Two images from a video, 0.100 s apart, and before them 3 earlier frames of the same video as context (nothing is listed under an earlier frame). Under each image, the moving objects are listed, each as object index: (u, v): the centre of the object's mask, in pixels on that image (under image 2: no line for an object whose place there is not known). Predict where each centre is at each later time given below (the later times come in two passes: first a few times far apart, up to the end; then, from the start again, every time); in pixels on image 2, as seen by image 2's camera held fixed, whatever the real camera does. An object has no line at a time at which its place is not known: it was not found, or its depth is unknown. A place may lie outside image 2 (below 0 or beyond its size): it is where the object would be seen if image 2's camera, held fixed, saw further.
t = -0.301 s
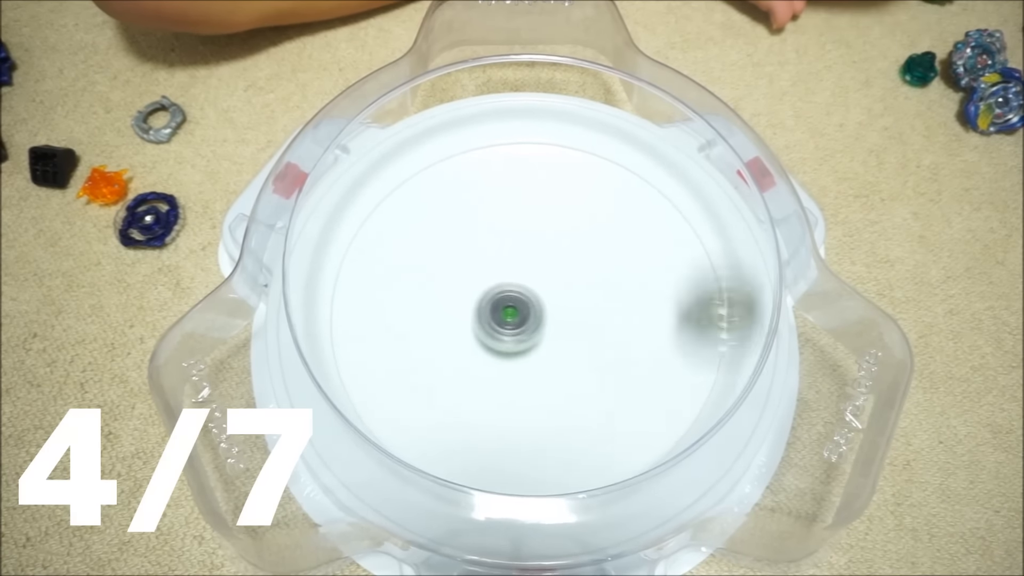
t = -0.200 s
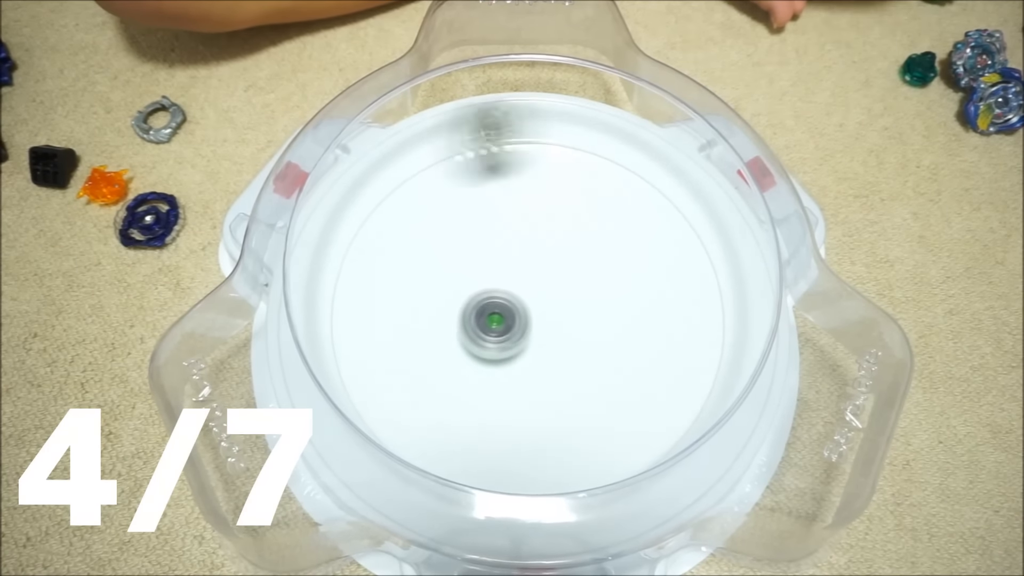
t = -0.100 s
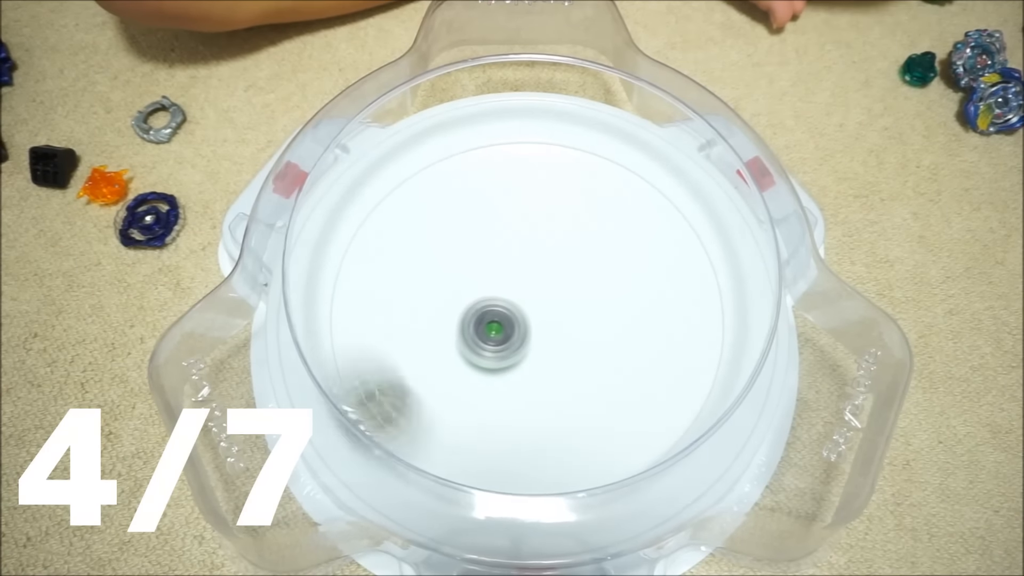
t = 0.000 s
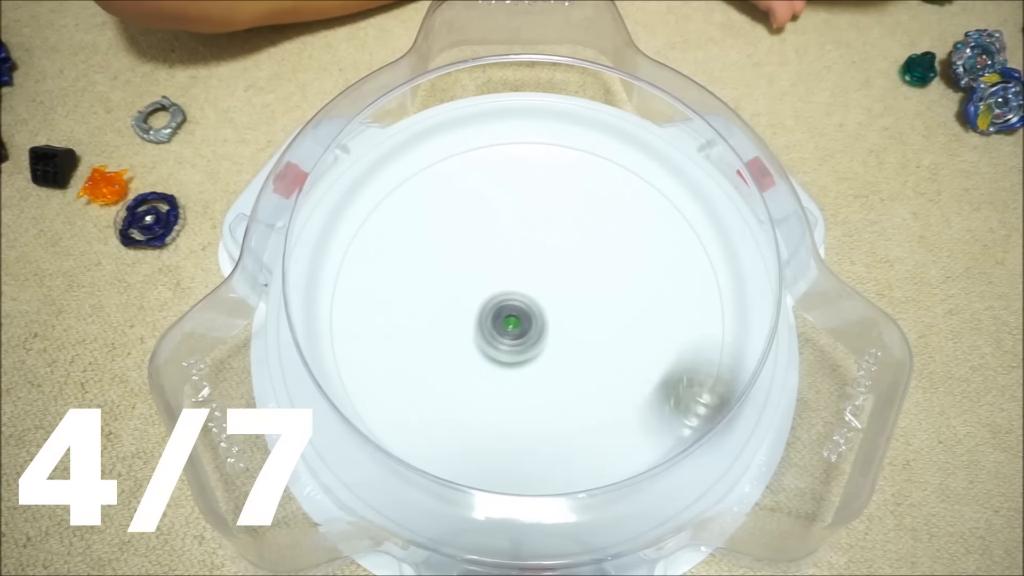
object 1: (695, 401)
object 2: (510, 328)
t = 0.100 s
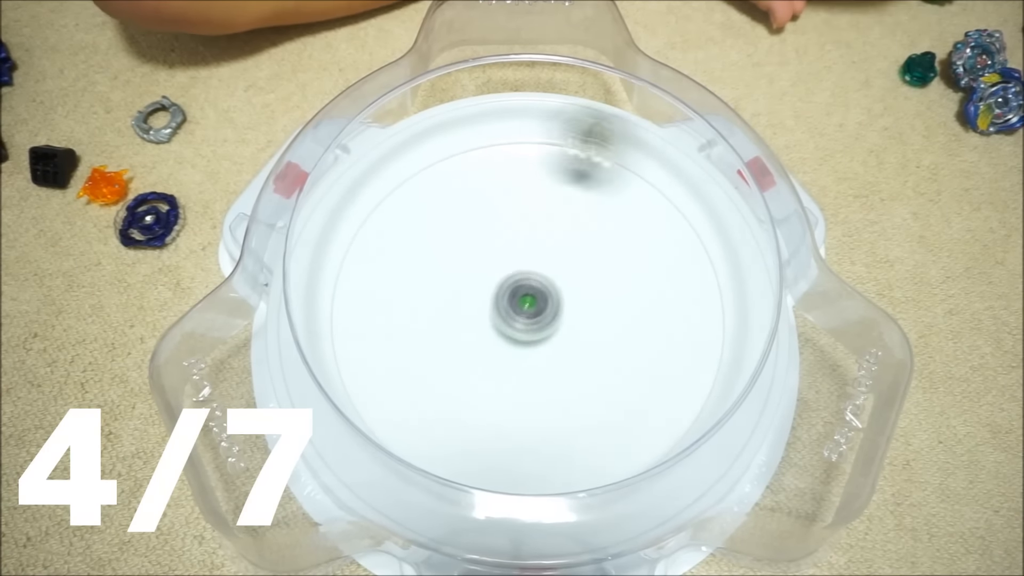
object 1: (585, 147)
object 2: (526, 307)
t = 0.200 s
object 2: (534, 283)
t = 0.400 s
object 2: (527, 258)
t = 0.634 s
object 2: (536, 288)
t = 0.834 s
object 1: (633, 166)
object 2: (563, 307)
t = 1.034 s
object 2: (562, 311)
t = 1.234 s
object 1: (691, 231)
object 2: (534, 321)
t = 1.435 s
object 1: (337, 300)
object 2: (514, 332)
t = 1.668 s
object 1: (702, 287)
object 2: (513, 323)
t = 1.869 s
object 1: (370, 209)
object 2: (526, 296)
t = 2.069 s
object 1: (623, 446)
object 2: (535, 272)
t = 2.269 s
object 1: (585, 151)
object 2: (538, 274)
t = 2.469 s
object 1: (371, 392)
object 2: (546, 298)
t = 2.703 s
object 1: (691, 274)
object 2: (549, 320)
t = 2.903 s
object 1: (378, 199)
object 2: (537, 326)
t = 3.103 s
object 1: (544, 459)
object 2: (521, 322)
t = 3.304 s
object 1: (637, 178)
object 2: (516, 310)
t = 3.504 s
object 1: (375, 276)
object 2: (527, 294)
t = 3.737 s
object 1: (684, 391)
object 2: (544, 282)
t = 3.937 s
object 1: (521, 169)
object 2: (550, 287)
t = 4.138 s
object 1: (379, 393)
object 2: (544, 307)
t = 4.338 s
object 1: (669, 338)
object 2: (532, 327)
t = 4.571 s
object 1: (431, 183)
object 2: (522, 328)
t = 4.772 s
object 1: (498, 434)
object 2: (522, 310)
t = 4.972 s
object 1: (665, 247)
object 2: (531, 288)
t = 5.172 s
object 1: (416, 246)
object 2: (540, 281)
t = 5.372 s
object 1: (553, 439)
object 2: (545, 290)
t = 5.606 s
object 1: (566, 188)
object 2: (540, 314)
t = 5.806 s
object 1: (412, 324)
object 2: (529, 325)
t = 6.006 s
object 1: (652, 352)
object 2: (521, 321)
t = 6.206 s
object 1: (514, 202)
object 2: (524, 303)
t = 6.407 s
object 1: (456, 403)
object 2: (536, 286)
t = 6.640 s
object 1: (619, 253)
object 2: (545, 286)
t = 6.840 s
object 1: (431, 261)
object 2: (543, 302)
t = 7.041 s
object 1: (597, 381)
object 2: (532, 320)
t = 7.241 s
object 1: (558, 216)
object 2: (523, 323)
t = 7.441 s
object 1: (451, 367)
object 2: (523, 312)
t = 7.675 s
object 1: (611, 273)
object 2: (536, 292)
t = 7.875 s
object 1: (516, 202)
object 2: (526, 288)
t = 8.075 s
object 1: (448, 267)
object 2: (533, 303)
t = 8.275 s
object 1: (469, 358)
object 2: (546, 313)
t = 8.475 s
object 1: (522, 422)
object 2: (593, 285)
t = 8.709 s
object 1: (575, 377)
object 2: (604, 262)
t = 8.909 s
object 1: (538, 298)
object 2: (597, 251)
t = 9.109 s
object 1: (432, 257)
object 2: (626, 243)
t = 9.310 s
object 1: (400, 205)
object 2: (614, 249)
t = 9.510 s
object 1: (419, 188)
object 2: (584, 267)
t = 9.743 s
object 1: (494, 216)
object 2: (534, 286)
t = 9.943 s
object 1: (549, 253)
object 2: (491, 308)
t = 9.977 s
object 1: (556, 260)
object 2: (485, 308)
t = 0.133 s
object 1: (484, 142)
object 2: (530, 299)
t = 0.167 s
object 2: (533, 291)
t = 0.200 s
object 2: (534, 283)
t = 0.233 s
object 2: (535, 275)
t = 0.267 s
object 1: (435, 455)
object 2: (534, 269)
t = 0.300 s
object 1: (547, 472)
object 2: (533, 264)
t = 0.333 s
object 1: (650, 441)
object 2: (531, 261)
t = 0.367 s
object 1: (713, 365)
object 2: (529, 259)
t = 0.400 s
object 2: (527, 258)
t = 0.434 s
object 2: (526, 258)
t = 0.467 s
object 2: (524, 261)
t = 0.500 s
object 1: (476, 143)
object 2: (524, 266)
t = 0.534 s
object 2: (526, 271)
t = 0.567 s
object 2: (528, 277)
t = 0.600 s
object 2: (532, 282)
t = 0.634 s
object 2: (536, 288)
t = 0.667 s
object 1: (500, 471)
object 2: (541, 293)
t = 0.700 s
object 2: (546, 297)
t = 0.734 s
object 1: (687, 406)
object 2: (551, 301)
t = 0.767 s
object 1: (719, 315)
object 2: (556, 303)
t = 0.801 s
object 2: (560, 305)
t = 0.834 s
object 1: (633, 166)
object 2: (563, 307)
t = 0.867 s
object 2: (565, 308)
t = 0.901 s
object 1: (470, 142)
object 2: (566, 308)
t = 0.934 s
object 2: (566, 309)
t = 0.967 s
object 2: (566, 309)
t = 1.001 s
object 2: (565, 310)
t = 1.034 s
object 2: (562, 311)
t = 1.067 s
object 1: (457, 464)
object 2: (558, 312)
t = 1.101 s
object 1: (565, 469)
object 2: (554, 313)
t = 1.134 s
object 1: (652, 436)
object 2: (550, 315)
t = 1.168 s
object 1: (705, 376)
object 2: (544, 316)
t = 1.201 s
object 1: (716, 300)
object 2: (539, 319)
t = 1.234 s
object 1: (691, 231)
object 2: (534, 321)
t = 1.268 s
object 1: (637, 175)
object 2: (529, 324)
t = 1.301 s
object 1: (568, 150)
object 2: (525, 326)
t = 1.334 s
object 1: (491, 139)
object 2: (521, 328)
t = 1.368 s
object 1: (419, 163)
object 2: (518, 330)
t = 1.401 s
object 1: (361, 222)
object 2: (516, 331)
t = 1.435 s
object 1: (337, 300)
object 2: (514, 332)
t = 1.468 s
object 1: (360, 385)
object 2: (512, 332)
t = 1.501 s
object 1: (417, 446)
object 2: (511, 332)
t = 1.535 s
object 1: (503, 469)
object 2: (510, 332)
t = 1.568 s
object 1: (589, 461)
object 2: (510, 331)
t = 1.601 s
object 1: (656, 423)
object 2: (511, 329)
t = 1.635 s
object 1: (694, 358)
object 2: (511, 327)
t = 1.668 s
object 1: (702, 287)
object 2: (513, 323)
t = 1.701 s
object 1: (683, 223)
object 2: (515, 320)
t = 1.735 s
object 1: (641, 171)
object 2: (517, 316)
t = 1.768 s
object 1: (578, 139)
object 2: (519, 311)
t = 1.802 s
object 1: (499, 135)
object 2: (521, 307)
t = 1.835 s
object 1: (428, 161)
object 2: (524, 302)
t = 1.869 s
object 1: (370, 209)
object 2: (526, 296)
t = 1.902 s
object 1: (348, 273)
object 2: (528, 291)
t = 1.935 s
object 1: (354, 348)
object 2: (530, 286)
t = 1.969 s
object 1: (397, 411)
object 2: (532, 281)
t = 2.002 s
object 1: (465, 452)
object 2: (533, 277)
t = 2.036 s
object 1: (546, 464)
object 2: (534, 275)
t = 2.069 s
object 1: (623, 446)
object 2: (535, 272)
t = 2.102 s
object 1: (679, 405)
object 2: (535, 271)
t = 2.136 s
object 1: (715, 350)
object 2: (536, 270)
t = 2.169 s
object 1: (717, 287)
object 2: (536, 270)
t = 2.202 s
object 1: (693, 224)
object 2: (536, 270)
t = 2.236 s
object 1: (648, 175)
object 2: (537, 272)
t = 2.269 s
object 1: (585, 151)
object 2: (538, 274)
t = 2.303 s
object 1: (517, 147)
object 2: (539, 277)
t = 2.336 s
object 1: (451, 163)
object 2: (540, 281)
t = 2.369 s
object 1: (400, 202)
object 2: (541, 285)
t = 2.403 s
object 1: (371, 258)
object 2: (543, 289)
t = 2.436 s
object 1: (355, 325)
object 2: (545, 294)
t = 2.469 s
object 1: (371, 392)
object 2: (546, 298)
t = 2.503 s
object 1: (410, 446)
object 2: (548, 302)
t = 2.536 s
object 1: (484, 466)
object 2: (549, 306)
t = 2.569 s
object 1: (566, 470)
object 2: (550, 310)
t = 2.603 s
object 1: (634, 447)
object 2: (550, 313)
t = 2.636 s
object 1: (683, 400)
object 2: (550, 315)
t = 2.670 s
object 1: (703, 337)
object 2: (550, 318)
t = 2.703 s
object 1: (691, 274)
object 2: (549, 320)
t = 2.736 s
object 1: (659, 219)
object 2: (548, 322)
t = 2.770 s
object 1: (612, 183)
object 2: (547, 323)
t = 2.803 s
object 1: (553, 161)
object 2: (544, 324)
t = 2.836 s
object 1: (490, 154)
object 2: (542, 325)
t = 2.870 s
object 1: (430, 167)
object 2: (540, 326)
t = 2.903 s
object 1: (378, 199)
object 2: (537, 326)
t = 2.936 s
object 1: (347, 248)
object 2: (534, 326)
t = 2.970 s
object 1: (336, 310)
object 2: (531, 326)
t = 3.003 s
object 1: (354, 373)
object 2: (528, 325)
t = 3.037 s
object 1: (402, 423)
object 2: (526, 324)
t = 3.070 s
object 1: (468, 453)
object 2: (523, 323)
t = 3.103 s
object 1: (544, 459)
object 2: (521, 322)
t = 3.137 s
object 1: (610, 438)
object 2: (519, 320)
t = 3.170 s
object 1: (659, 392)
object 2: (518, 318)
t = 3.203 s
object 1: (685, 336)
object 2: (516, 316)
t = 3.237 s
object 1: (690, 276)
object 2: (516, 314)
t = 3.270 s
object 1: (673, 222)
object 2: (515, 312)
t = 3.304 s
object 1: (637, 178)
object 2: (516, 310)
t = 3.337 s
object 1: (585, 151)
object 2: (516, 308)
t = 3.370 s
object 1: (527, 140)
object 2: (518, 305)
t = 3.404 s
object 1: (469, 149)
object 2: (519, 303)
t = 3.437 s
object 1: (419, 177)
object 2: (522, 300)
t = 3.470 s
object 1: (386, 222)
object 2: (524, 297)
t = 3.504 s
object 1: (375, 276)
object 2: (527, 294)
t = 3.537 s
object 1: (375, 338)
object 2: (530, 291)
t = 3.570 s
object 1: (399, 393)
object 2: (533, 289)
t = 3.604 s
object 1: (448, 438)
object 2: (536, 287)
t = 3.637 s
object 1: (513, 459)
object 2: (538, 285)
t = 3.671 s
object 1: (581, 458)
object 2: (540, 283)
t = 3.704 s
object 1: (641, 433)
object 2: (542, 282)
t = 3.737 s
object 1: (684, 391)
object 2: (544, 282)
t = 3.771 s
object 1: (704, 338)
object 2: (546, 281)
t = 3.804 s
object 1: (697, 281)
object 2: (547, 282)
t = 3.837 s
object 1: (672, 233)
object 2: (548, 282)
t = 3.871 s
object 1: (632, 196)
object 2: (549, 283)
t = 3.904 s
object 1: (577, 174)
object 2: (549, 285)
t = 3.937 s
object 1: (521, 169)
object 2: (550, 287)
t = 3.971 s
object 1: (466, 177)
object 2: (549, 289)
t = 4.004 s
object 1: (420, 203)
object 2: (549, 292)
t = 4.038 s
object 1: (386, 240)
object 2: (548, 295)
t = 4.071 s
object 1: (365, 288)
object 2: (547, 299)
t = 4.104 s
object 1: (359, 342)
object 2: (546, 303)
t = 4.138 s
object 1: (379, 393)
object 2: (544, 307)
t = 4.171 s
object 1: (424, 432)
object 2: (542, 311)
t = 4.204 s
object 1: (485, 455)
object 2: (540, 315)
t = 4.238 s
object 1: (550, 455)
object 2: (538, 318)
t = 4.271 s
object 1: (609, 429)
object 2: (536, 321)
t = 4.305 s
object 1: (648, 390)
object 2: (534, 324)
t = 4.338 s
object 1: (669, 338)
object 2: (532, 327)
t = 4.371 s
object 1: (671, 284)
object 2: (530, 328)
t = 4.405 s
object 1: (653, 234)
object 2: (528, 329)
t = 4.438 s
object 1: (622, 197)
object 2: (527, 330)
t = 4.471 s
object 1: (578, 170)
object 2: (525, 330)
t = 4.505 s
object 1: (529, 155)
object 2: (524, 330)
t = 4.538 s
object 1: (477, 160)
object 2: (523, 329)
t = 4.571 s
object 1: (431, 183)
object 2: (522, 328)
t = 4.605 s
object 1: (401, 217)
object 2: (521, 326)
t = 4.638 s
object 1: (389, 262)
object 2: (521, 323)
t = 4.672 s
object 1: (389, 316)
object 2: (520, 321)
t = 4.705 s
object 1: (404, 366)
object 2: (520, 318)
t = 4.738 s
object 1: (444, 409)
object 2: (521, 314)
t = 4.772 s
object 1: (498, 434)
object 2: (522, 310)
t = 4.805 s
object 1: (559, 439)
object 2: (523, 306)
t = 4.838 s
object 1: (615, 420)
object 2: (525, 302)
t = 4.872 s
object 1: (658, 385)
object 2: (526, 298)
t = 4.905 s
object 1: (681, 339)
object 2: (528, 294)
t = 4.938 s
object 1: (683, 293)
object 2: (530, 291)
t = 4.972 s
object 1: (665, 247)
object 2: (531, 288)
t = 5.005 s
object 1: (631, 212)
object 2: (533, 286)
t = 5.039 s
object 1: (586, 189)
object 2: (535, 284)
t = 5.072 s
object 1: (536, 183)
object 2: (537, 282)
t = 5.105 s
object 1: (488, 189)
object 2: (538, 281)
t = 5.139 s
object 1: (446, 211)
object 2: (539, 281)
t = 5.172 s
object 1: (416, 246)
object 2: (540, 281)
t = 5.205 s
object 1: (397, 291)
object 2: (542, 281)
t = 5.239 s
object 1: (391, 337)
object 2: (543, 282)
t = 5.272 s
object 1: (406, 384)
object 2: (544, 283)
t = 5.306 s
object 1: (443, 422)
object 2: (544, 285)
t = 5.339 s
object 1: (495, 442)
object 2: (545, 287)
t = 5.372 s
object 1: (553, 439)
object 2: (545, 290)
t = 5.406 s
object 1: (605, 413)
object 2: (545, 293)
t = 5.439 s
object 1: (639, 377)
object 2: (545, 296)
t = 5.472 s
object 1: (654, 333)
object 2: (545, 300)
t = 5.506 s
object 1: (653, 288)
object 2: (544, 304)
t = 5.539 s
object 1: (636, 245)
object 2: (543, 307)
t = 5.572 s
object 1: (605, 211)
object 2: (542, 310)
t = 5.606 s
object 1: (566, 188)
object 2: (540, 314)
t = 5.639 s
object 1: (521, 179)
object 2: (538, 317)
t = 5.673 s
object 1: (476, 184)
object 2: (537, 319)
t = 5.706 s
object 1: (440, 204)
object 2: (535, 321)
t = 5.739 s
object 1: (416, 239)
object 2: (533, 323)
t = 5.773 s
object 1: (408, 279)
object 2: (531, 325)
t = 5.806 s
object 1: (412, 324)
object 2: (529, 325)
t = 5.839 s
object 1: (433, 368)
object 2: (527, 325)
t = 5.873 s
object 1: (473, 402)
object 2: (526, 325)
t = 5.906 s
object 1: (523, 416)
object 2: (524, 325)
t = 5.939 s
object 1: (576, 410)
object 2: (523, 324)
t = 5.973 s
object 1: (622, 387)
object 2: (522, 323)
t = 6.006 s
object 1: (652, 352)
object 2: (521, 321)
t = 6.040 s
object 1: (664, 312)
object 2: (521, 319)
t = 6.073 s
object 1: (658, 271)
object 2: (521, 316)
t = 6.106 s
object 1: (635, 237)
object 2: (521, 313)
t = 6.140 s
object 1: (600, 211)
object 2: (522, 310)
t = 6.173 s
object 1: (558, 201)
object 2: (523, 307)
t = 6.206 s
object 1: (514, 202)
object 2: (524, 303)
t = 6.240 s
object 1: (475, 217)
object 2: (526, 299)
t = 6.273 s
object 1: (445, 245)
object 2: (528, 296)
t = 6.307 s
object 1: (426, 283)
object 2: (530, 293)
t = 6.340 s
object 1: (418, 327)
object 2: (532, 290)
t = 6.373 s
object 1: (428, 370)
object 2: (534, 288)
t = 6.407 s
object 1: (456, 403)
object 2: (536, 286)
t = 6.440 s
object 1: (501, 423)
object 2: (538, 284)
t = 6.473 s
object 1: (550, 422)
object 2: (539, 284)
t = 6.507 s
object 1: (593, 400)
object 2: (541, 283)
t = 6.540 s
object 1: (623, 368)
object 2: (542, 283)
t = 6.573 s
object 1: (638, 328)
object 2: (543, 284)
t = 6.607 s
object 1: (636, 290)
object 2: (544, 285)
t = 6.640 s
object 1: (619, 253)
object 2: (545, 286)
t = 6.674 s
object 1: (590, 224)
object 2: (545, 288)
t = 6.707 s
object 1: (555, 204)
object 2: (546, 290)
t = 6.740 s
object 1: (515, 198)
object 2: (545, 293)
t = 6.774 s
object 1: (476, 206)
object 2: (545, 296)
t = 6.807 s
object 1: (447, 229)
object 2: (544, 299)
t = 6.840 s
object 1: (431, 261)
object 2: (543, 302)
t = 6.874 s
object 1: (427, 299)
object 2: (542, 306)
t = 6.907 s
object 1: (438, 337)
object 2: (540, 309)
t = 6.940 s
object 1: (466, 372)
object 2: (538, 312)
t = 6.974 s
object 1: (507, 393)
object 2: (537, 315)
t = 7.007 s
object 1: (553, 395)
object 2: (534, 317)
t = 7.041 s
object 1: (597, 381)
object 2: (532, 320)
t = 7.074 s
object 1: (628, 355)
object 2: (530, 322)
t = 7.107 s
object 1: (645, 320)
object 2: (529, 323)
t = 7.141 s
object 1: (644, 284)
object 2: (527, 323)
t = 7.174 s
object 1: (627, 251)
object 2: (526, 324)
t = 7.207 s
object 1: (595, 228)
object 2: (524, 324)
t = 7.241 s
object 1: (558, 216)
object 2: (523, 323)
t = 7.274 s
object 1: (519, 217)
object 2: (522, 322)
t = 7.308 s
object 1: (484, 233)
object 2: (521, 321)
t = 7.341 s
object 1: (459, 258)
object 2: (521, 319)
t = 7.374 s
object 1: (443, 292)
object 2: (521, 317)
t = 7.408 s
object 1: (439, 330)
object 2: (522, 314)
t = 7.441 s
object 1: (451, 367)
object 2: (523, 312)
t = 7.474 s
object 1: (479, 395)
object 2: (524, 308)
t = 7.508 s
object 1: (520, 407)
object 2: (526, 305)
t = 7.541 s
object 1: (562, 400)
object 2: (528, 302)
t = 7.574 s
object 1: (596, 377)
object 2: (530, 299)
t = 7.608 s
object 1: (616, 343)
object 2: (532, 296)
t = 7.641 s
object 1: (620, 307)
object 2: (535, 294)
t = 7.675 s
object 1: (611, 273)
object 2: (536, 292)
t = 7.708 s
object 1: (603, 244)
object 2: (531, 289)
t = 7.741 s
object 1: (581, 217)
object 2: (529, 288)
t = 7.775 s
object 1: (567, 208)
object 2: (528, 288)
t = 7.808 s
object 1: (550, 203)
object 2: (527, 288)
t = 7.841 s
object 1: (533, 201)
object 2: (526, 288)
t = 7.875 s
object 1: (516, 202)
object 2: (526, 288)
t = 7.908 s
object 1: (500, 209)
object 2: (525, 289)
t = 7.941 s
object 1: (488, 218)
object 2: (525, 290)
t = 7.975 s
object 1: (477, 230)
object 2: (525, 291)
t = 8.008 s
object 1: (468, 244)
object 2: (526, 295)
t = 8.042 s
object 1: (458, 254)
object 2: (530, 300)
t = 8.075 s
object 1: (448, 267)
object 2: (533, 303)
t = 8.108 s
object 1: (443, 282)
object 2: (536, 305)
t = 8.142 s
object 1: (441, 297)
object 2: (538, 307)
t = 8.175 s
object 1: (442, 314)
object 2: (540, 309)
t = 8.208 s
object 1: (447, 329)
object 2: (542, 310)
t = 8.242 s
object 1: (456, 344)
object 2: (544, 312)
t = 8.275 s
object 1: (469, 358)
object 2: (546, 313)
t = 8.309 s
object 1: (486, 368)
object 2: (548, 314)
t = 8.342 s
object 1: (504, 373)
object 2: (551, 314)
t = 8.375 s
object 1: (507, 389)
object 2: (563, 307)
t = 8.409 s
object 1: (507, 401)
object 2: (579, 297)
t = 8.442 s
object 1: (513, 413)
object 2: (589, 290)
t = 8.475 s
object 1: (522, 422)
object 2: (593, 285)
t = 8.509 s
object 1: (533, 429)
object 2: (596, 281)
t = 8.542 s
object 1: (545, 430)
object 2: (598, 277)
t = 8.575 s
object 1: (557, 427)
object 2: (600, 273)
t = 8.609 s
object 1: (567, 418)
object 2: (602, 270)
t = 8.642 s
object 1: (574, 404)
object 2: (603, 267)
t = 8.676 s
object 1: (576, 390)
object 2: (604, 264)
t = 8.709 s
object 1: (575, 377)
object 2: (604, 262)
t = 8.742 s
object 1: (572, 362)
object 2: (604, 259)
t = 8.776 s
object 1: (566, 347)
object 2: (604, 256)
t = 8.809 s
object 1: (561, 335)
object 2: (603, 254)
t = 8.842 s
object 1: (554, 320)
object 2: (601, 252)
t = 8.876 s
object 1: (546, 308)
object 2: (600, 251)
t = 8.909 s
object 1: (538, 298)
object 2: (597, 251)
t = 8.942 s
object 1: (514, 288)
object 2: (606, 249)
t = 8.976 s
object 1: (485, 279)
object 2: (618, 246)
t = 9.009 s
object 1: (465, 273)
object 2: (623, 245)
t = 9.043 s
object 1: (451, 267)
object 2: (625, 244)
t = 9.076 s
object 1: (441, 262)
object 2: (626, 243)
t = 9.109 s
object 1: (432, 257)
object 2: (626, 243)
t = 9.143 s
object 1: (423, 250)
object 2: (625, 242)
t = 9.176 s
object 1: (416, 242)
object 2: (625, 242)
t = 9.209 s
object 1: (409, 232)
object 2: (623, 243)
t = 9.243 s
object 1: (406, 224)
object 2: (620, 245)
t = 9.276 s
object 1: (402, 212)
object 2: (617, 247)
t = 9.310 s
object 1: (400, 205)
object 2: (614, 249)
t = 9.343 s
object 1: (399, 195)
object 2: (610, 252)
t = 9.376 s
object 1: (397, 188)
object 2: (606, 255)
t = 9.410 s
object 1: (400, 186)
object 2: (601, 258)
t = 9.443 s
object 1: (403, 187)
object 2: (596, 261)
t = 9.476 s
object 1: (409, 188)
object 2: (590, 264)
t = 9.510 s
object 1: (419, 188)
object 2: (584, 267)
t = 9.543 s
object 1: (429, 189)
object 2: (578, 270)
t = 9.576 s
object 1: (442, 191)
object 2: (571, 273)
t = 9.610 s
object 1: (453, 195)
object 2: (564, 277)
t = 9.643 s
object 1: (467, 198)
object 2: (557, 280)
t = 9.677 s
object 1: (475, 203)
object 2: (549, 281)
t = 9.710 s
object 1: (486, 210)
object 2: (542, 283)
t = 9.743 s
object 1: (494, 216)
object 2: (534, 286)
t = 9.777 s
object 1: (505, 223)
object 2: (526, 292)
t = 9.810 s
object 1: (514, 226)
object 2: (519, 298)
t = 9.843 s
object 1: (523, 231)
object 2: (511, 303)
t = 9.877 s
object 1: (534, 237)
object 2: (504, 306)
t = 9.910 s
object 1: (541, 245)
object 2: (497, 307)
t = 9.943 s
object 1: (549, 253)
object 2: (491, 308)
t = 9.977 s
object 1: (556, 260)
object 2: (485, 308)
